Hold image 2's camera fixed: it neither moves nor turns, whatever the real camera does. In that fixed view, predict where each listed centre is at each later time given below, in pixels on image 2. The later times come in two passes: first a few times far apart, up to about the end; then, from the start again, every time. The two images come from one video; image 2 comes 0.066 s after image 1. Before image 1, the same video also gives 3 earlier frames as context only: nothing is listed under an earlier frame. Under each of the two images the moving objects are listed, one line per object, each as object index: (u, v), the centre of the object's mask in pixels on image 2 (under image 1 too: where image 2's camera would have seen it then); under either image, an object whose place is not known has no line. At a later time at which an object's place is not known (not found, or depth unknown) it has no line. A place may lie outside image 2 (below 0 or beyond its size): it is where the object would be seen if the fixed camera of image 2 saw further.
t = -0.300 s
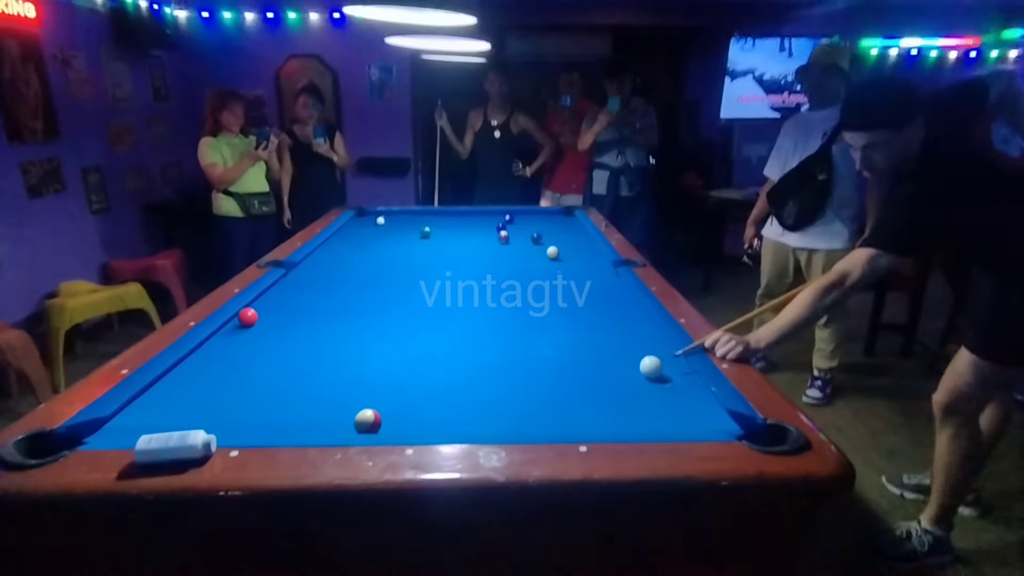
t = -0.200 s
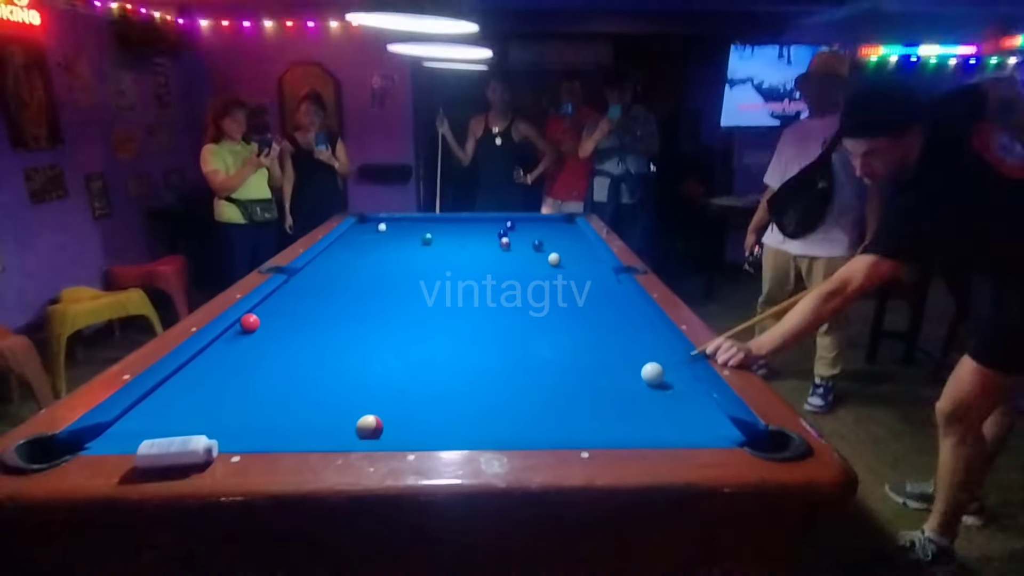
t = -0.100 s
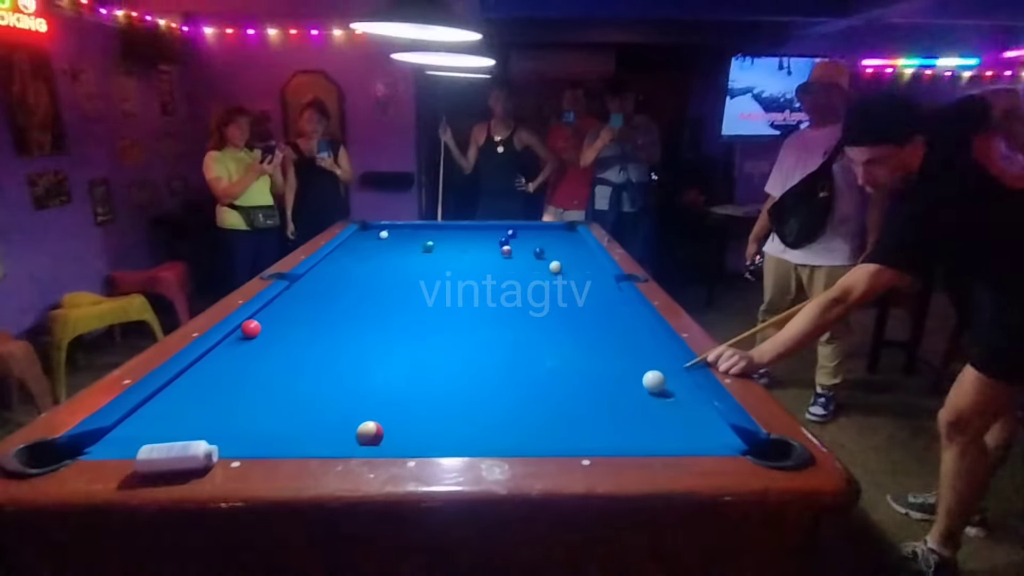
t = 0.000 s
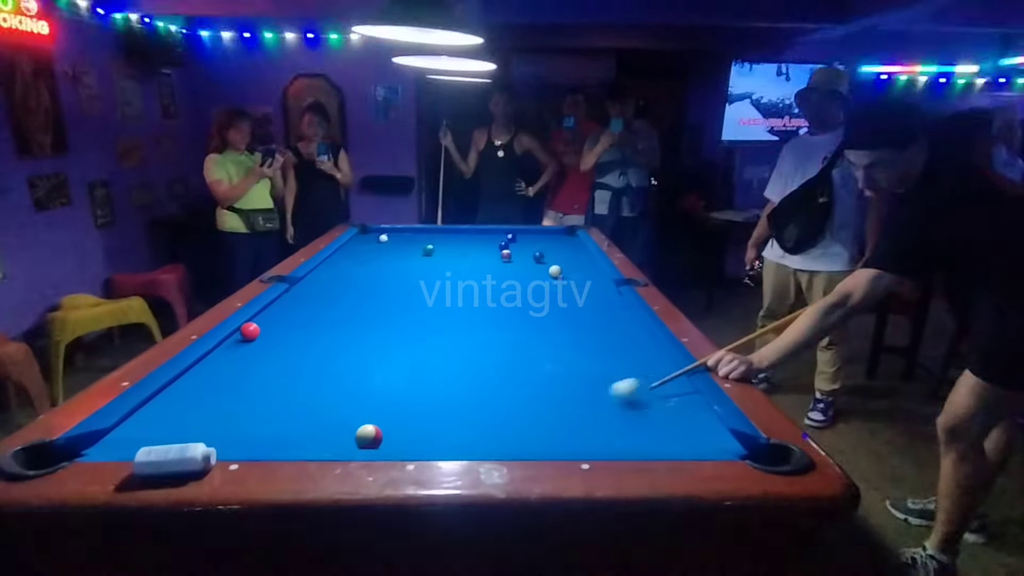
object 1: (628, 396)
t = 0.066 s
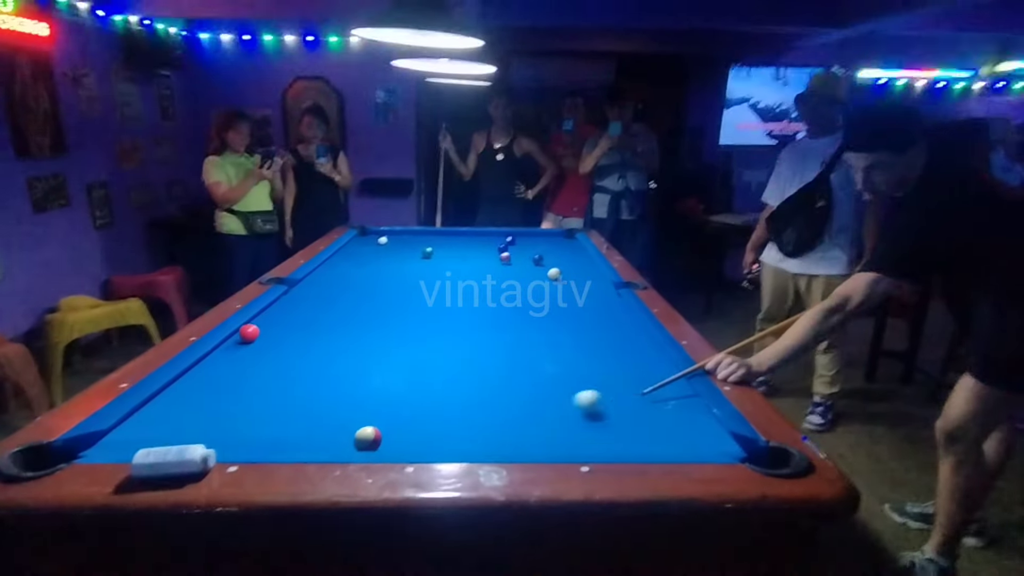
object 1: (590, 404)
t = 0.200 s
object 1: (521, 418)
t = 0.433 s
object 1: (397, 439)
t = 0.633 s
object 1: (380, 440)
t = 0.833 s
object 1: (368, 436)
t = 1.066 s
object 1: (358, 423)
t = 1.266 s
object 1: (350, 416)
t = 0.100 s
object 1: (572, 408)
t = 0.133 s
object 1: (554, 412)
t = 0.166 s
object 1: (537, 415)
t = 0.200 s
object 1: (521, 418)
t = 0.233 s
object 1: (504, 422)
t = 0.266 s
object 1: (487, 425)
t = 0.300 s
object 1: (469, 428)
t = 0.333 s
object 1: (451, 432)
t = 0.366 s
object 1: (433, 434)
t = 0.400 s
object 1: (414, 436)
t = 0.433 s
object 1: (397, 439)
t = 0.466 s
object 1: (393, 441)
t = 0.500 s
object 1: (390, 442)
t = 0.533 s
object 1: (386, 443)
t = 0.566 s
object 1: (384, 442)
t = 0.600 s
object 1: (382, 441)
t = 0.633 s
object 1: (380, 440)
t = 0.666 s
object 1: (378, 439)
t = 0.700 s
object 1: (376, 439)
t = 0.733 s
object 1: (374, 438)
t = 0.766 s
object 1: (372, 437)
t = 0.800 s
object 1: (370, 436)
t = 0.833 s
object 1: (368, 436)
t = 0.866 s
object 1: (367, 435)
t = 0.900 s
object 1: (365, 434)
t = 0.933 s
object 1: (363, 433)
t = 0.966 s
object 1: (362, 427)
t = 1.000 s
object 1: (361, 426)
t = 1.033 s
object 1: (360, 424)
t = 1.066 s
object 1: (358, 423)
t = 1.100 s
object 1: (357, 421)
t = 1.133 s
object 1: (355, 420)
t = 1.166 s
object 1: (354, 419)
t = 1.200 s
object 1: (353, 418)
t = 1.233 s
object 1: (351, 417)
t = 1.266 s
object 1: (350, 416)
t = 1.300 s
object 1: (349, 415)
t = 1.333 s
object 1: (348, 414)
